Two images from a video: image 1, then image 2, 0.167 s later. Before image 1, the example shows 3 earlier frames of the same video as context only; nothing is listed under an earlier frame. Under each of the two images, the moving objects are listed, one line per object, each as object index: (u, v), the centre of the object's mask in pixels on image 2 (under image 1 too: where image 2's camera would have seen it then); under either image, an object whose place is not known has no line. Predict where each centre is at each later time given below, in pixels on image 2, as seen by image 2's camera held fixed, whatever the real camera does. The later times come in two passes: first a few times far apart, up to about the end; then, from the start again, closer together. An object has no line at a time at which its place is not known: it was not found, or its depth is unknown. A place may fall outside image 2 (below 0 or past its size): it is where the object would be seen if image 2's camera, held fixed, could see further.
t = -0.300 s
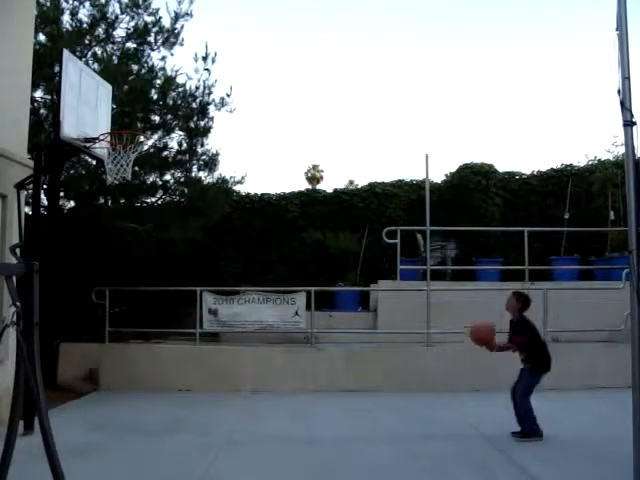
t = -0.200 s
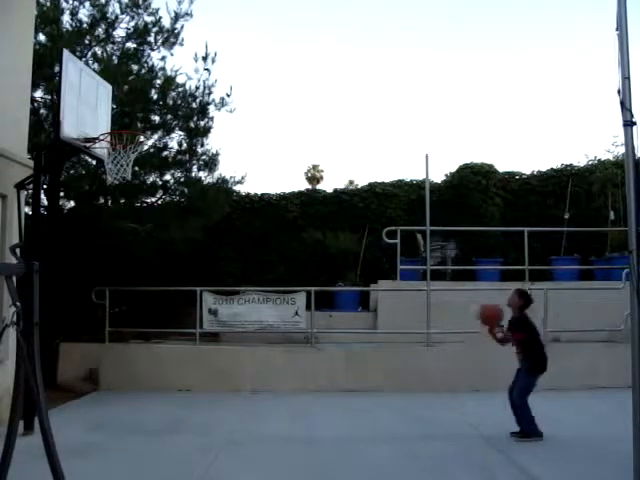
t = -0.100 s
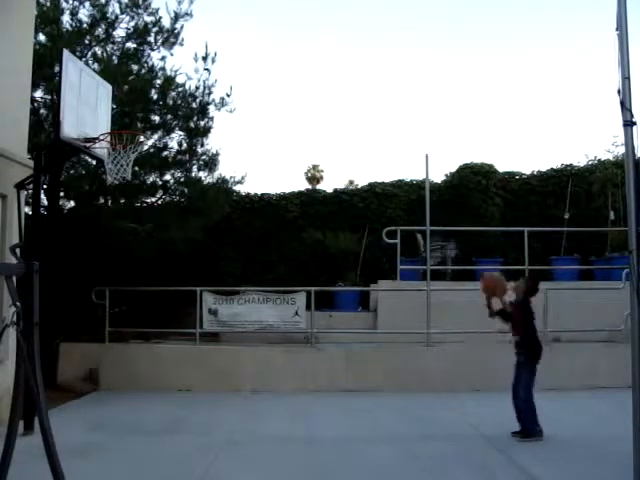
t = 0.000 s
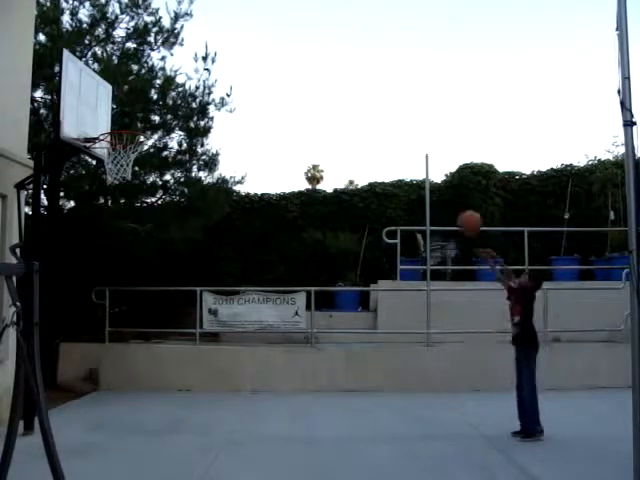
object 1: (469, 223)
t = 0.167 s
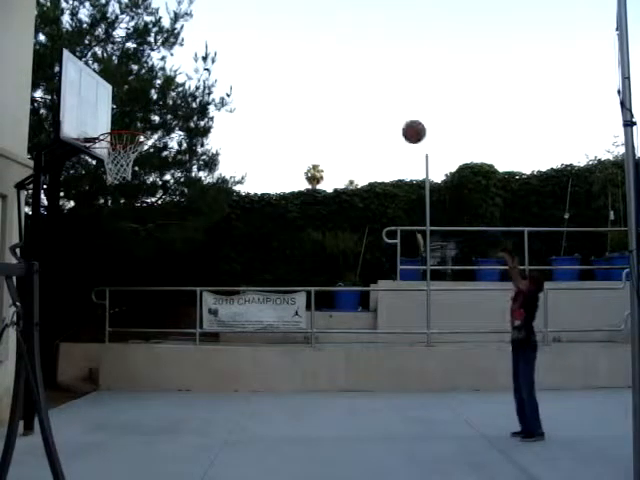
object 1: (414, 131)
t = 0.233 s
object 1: (392, 104)
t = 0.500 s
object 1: (306, 41)
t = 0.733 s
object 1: (233, 43)
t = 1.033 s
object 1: (139, 121)
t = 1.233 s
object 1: (107, 157)
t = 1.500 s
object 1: (131, 216)
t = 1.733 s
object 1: (148, 318)
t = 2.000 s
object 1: (167, 370)
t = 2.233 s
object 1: (186, 286)
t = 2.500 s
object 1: (204, 257)
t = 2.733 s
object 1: (218, 284)
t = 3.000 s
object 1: (234, 379)
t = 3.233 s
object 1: (248, 357)
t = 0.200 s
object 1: (402, 117)
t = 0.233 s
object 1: (392, 104)
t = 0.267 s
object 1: (381, 92)
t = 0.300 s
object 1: (370, 81)
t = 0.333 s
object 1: (359, 72)
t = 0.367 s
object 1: (348, 63)
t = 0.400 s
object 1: (338, 56)
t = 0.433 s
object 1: (327, 49)
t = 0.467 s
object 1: (317, 45)
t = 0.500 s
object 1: (306, 41)
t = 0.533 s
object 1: (296, 38)
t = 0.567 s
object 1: (285, 36)
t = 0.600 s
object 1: (275, 35)
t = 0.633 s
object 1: (264, 36)
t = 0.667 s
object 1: (254, 37)
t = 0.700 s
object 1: (243, 39)
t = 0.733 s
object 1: (233, 43)
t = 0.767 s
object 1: (223, 47)
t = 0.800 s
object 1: (212, 53)
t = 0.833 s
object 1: (202, 60)
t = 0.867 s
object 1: (191, 67)
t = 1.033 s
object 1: (139, 121)
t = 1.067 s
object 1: (127, 132)
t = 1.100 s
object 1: (117, 137)
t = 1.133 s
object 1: (108, 146)
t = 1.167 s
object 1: (107, 152)
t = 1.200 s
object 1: (106, 158)
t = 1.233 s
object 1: (107, 157)
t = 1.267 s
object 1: (108, 159)
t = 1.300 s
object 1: (114, 172)
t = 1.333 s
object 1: (119, 178)
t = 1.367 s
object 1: (121, 180)
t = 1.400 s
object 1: (123, 188)
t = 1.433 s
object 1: (125, 196)
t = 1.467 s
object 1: (128, 207)
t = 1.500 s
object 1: (131, 216)
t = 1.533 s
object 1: (133, 228)
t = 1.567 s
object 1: (136, 241)
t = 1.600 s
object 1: (139, 255)
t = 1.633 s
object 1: (140, 270)
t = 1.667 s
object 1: (143, 284)
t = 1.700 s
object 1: (145, 301)
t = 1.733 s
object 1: (148, 318)
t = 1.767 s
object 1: (151, 336)
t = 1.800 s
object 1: (151, 359)
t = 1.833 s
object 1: (153, 377)
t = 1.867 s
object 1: (156, 397)
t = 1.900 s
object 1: (159, 419)
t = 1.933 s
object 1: (162, 403)
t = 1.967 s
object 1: (164, 386)
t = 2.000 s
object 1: (167, 370)
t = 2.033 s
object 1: (169, 355)
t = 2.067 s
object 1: (172, 339)
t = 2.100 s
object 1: (175, 326)
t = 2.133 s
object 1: (179, 314)
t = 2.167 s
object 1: (181, 306)
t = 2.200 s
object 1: (184, 297)
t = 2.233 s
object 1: (186, 286)
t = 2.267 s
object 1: (188, 278)
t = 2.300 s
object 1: (191, 274)
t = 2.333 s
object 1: (193, 268)
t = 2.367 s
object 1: (195, 264)
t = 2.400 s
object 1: (197, 261)
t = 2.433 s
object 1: (200, 258)
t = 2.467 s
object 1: (202, 257)
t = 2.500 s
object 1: (204, 257)
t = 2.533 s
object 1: (206, 258)
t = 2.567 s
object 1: (208, 260)
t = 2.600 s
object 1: (211, 262)
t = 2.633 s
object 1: (212, 267)
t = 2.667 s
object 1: (214, 272)
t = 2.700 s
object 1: (217, 278)
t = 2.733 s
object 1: (218, 284)
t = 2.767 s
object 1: (220, 292)
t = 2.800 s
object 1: (223, 300)
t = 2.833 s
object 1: (225, 312)
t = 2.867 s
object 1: (231, 327)
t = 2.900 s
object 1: (231, 338)
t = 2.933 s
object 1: (231, 349)
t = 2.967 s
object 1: (233, 364)
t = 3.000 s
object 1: (234, 379)
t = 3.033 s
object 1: (237, 395)
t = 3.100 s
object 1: (241, 407)
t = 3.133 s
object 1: (243, 394)
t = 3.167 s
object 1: (244, 381)
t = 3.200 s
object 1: (246, 367)
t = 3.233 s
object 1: (248, 357)
